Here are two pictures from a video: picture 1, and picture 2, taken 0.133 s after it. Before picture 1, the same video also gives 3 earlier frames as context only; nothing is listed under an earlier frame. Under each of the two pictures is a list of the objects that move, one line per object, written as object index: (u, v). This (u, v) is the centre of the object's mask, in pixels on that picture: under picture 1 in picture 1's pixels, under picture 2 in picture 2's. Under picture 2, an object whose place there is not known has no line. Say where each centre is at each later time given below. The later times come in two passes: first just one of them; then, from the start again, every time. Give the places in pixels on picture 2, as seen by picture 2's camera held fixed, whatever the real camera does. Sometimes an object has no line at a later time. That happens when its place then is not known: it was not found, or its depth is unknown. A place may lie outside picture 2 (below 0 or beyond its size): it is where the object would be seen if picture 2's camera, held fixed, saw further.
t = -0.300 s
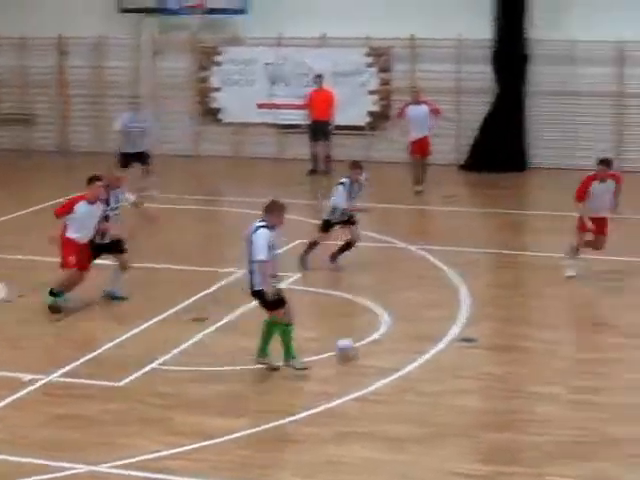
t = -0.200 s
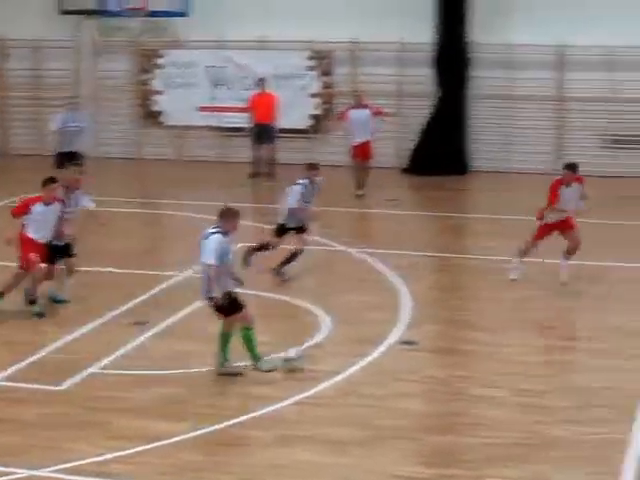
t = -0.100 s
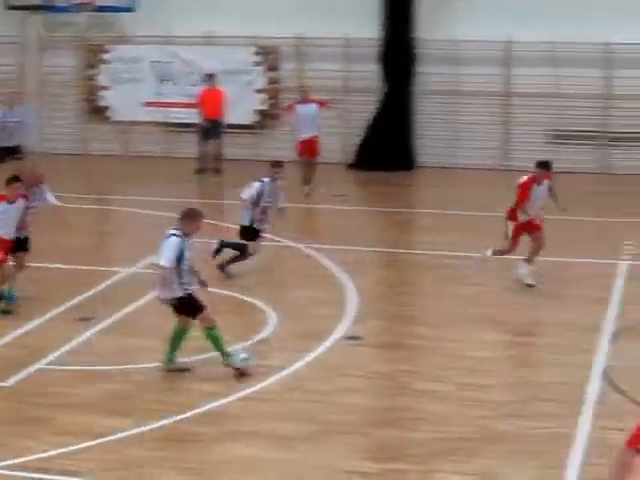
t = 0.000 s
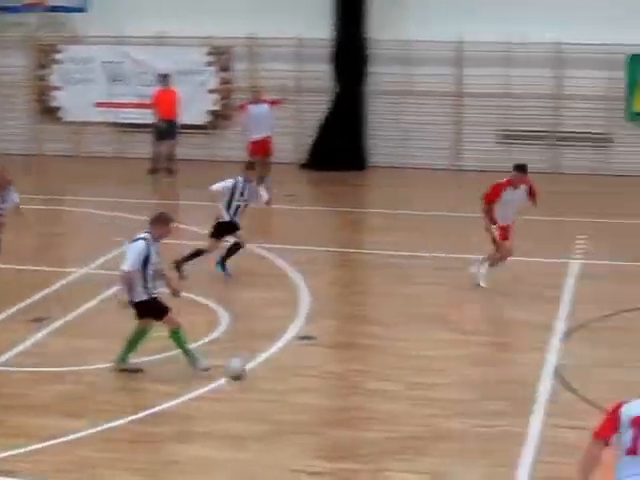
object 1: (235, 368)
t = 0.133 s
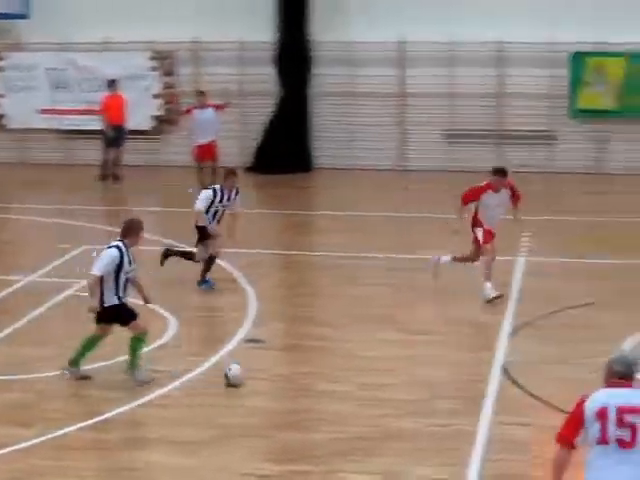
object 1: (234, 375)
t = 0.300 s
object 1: (289, 380)
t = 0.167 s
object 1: (244, 376)
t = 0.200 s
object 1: (253, 377)
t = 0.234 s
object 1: (267, 377)
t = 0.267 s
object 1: (278, 378)
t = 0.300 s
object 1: (289, 380)
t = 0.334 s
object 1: (300, 381)
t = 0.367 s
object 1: (311, 379)
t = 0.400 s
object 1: (322, 381)
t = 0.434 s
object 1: (334, 382)
